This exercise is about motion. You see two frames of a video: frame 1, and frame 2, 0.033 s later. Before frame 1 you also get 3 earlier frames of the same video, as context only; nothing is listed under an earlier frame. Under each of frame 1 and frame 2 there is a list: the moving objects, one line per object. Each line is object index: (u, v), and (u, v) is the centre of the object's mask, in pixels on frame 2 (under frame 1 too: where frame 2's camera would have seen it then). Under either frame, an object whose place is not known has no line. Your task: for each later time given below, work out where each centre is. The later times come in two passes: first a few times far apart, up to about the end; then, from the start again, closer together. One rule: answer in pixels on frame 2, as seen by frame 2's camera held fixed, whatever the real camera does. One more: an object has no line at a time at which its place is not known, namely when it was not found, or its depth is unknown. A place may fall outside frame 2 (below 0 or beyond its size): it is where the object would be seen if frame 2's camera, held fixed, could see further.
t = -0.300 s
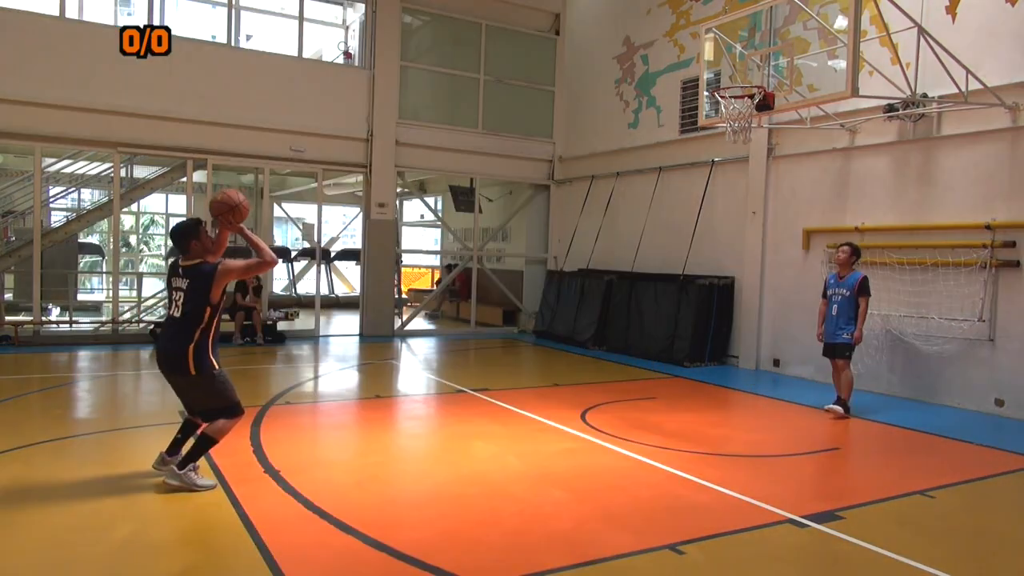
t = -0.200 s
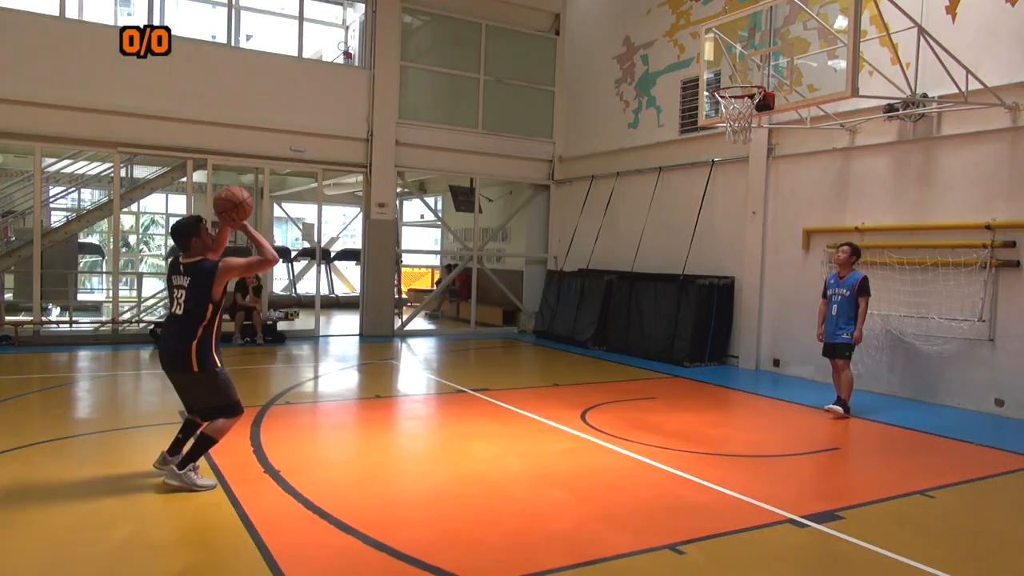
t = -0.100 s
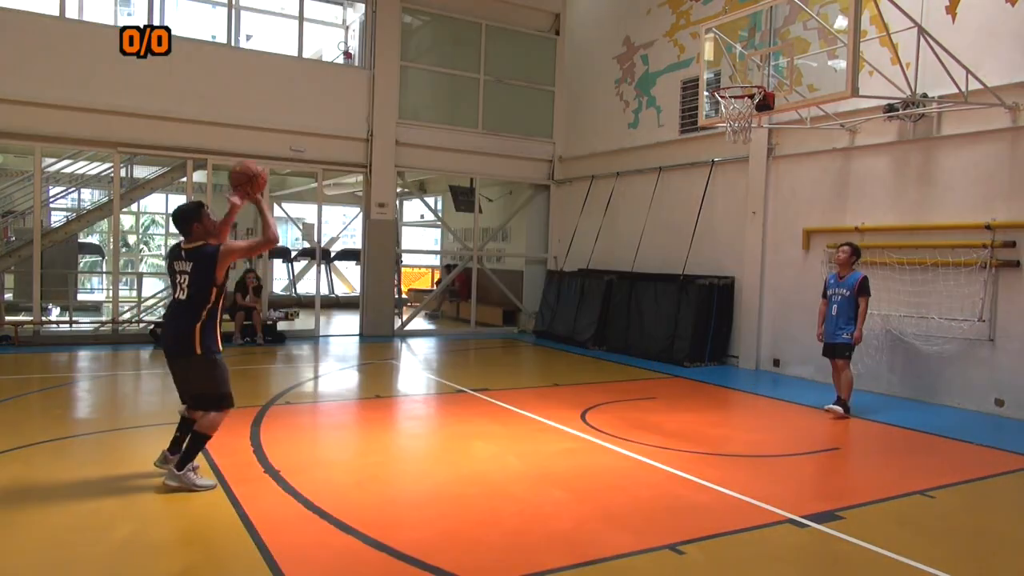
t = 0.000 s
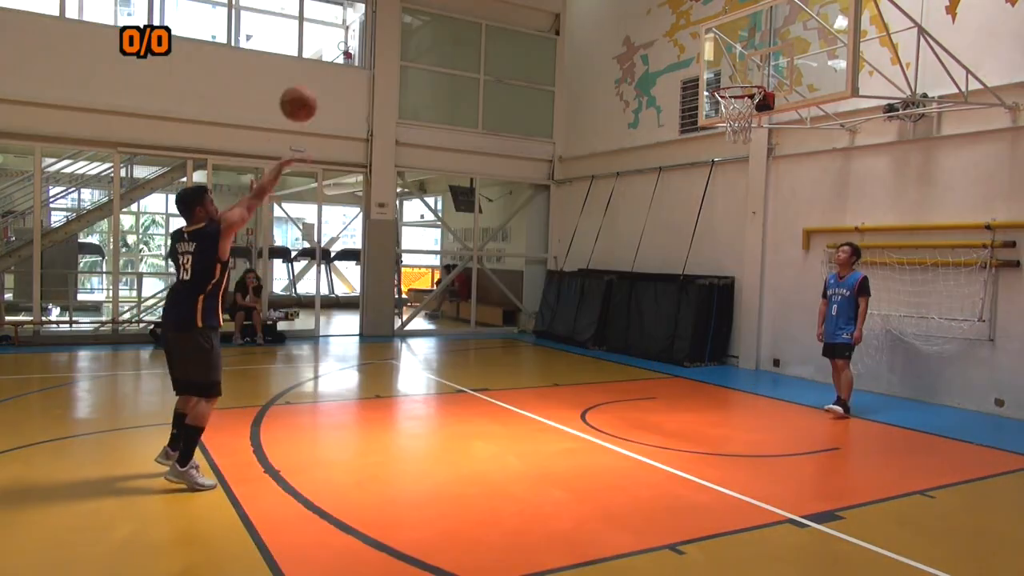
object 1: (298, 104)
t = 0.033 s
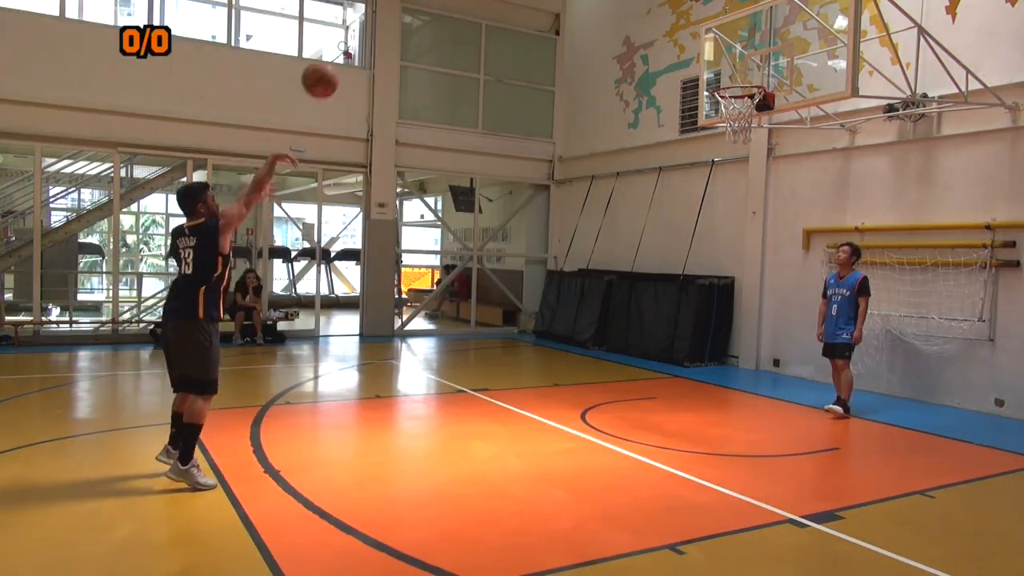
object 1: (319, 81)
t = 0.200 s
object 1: (421, 4)
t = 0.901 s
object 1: (716, 39)
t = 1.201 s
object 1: (745, 147)
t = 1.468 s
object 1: (729, 266)
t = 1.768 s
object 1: (708, 350)
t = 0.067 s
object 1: (341, 58)
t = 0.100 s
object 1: (361, 39)
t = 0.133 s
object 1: (382, 21)
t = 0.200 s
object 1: (421, 4)
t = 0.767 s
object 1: (670, 2)
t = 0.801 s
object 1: (683, 6)
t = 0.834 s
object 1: (694, 13)
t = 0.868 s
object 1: (705, 25)
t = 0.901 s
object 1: (716, 39)
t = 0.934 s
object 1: (727, 54)
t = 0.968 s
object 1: (736, 70)
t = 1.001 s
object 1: (745, 87)
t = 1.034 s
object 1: (751, 101)
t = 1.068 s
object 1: (752, 115)
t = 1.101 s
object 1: (750, 120)
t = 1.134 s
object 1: (749, 128)
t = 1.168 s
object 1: (747, 137)
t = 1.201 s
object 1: (745, 147)
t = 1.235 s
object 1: (743, 159)
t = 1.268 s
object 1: (741, 172)
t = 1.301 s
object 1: (739, 185)
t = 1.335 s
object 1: (737, 200)
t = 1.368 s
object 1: (735, 215)
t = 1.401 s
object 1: (733, 231)
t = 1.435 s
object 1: (731, 248)
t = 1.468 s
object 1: (729, 266)
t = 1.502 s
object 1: (727, 285)
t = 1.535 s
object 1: (725, 305)
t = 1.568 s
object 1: (724, 325)
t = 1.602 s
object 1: (722, 346)
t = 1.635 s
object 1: (720, 367)
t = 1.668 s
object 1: (718, 391)
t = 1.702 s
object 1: (715, 383)
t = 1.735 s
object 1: (712, 366)
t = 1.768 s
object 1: (708, 350)
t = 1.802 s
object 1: (705, 335)
